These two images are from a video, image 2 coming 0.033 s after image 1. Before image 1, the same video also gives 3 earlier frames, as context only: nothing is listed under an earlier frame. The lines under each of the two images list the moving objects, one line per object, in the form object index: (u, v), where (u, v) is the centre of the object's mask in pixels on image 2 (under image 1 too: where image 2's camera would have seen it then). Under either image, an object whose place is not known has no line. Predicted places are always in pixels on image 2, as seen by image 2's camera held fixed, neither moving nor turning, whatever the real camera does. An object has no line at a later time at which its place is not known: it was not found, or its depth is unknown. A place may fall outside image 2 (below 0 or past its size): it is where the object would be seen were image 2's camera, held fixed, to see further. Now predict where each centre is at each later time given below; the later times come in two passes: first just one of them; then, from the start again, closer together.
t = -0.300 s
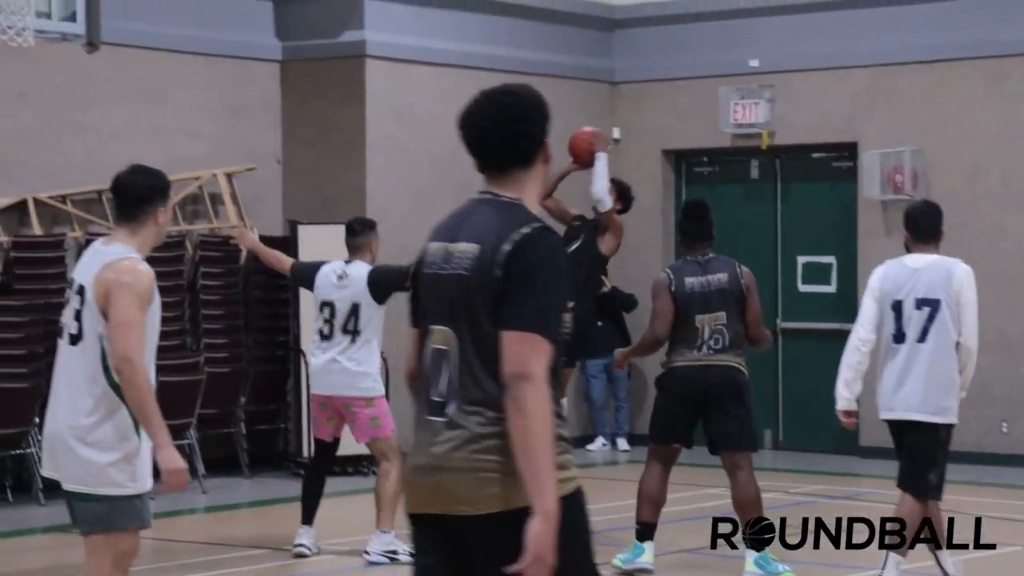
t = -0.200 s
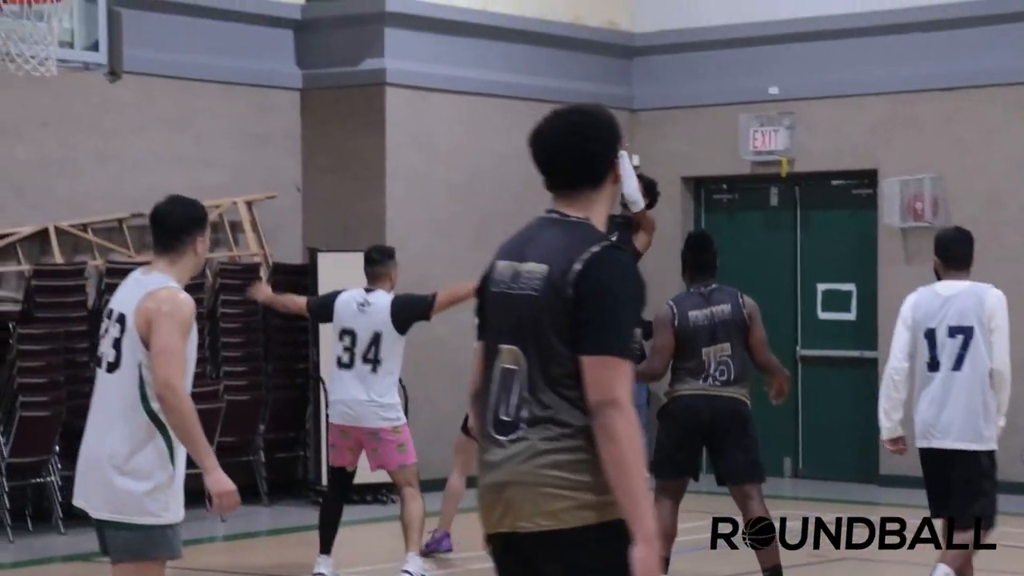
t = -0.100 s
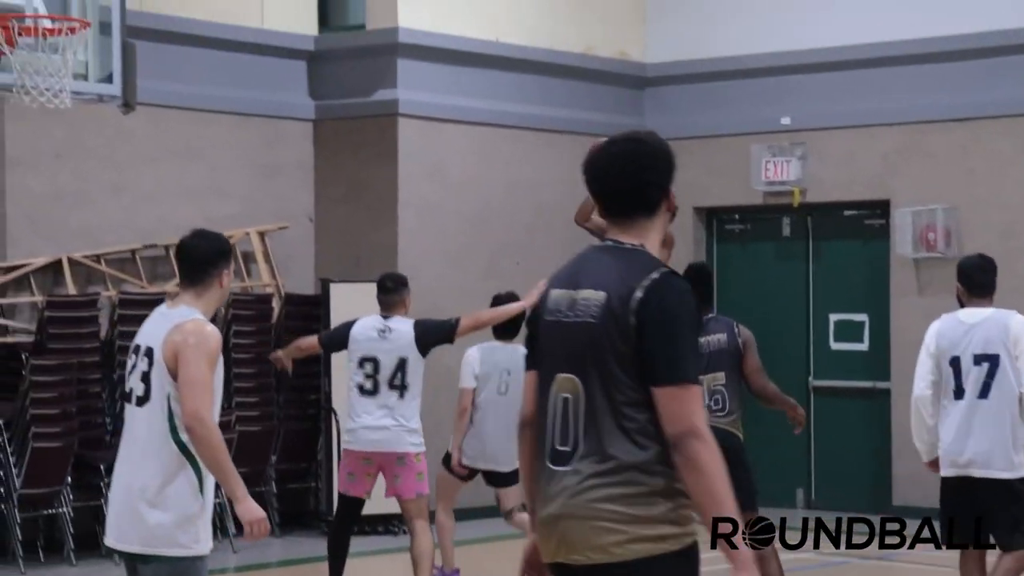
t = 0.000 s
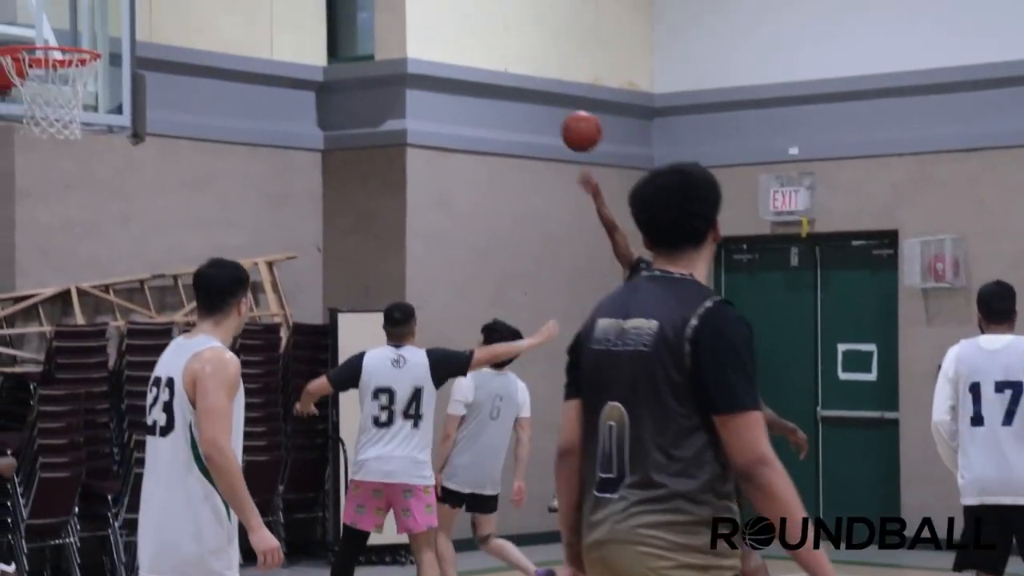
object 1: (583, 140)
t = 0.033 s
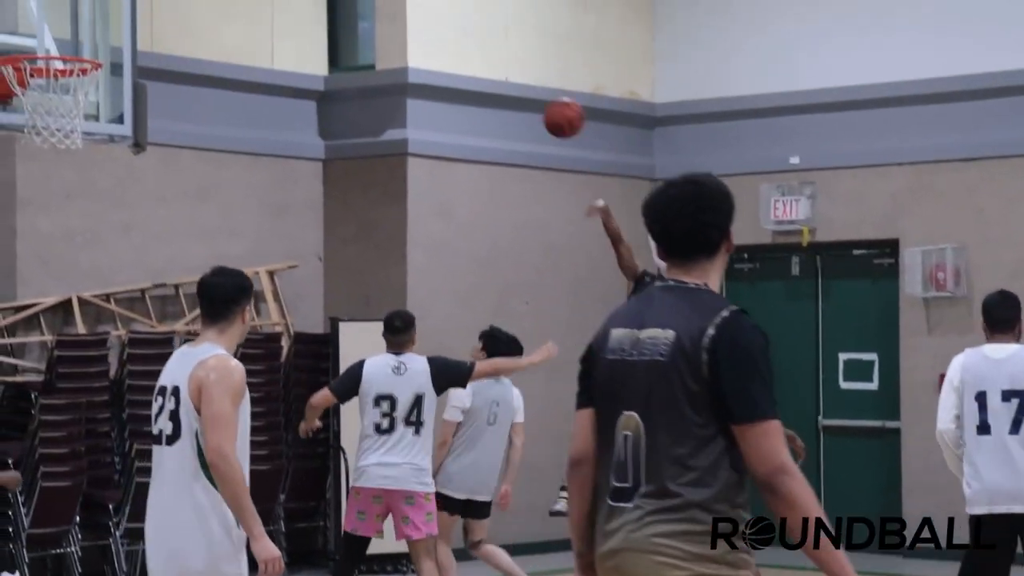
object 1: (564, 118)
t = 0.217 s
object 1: (456, 19)
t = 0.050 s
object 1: (554, 108)
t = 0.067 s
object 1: (545, 98)
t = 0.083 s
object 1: (535, 87)
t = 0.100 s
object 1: (526, 77)
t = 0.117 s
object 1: (516, 68)
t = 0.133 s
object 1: (506, 59)
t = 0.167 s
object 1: (487, 42)
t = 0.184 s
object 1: (476, 34)
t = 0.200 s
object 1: (467, 26)
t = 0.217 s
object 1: (456, 19)
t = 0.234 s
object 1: (446, 13)
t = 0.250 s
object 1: (436, 6)
